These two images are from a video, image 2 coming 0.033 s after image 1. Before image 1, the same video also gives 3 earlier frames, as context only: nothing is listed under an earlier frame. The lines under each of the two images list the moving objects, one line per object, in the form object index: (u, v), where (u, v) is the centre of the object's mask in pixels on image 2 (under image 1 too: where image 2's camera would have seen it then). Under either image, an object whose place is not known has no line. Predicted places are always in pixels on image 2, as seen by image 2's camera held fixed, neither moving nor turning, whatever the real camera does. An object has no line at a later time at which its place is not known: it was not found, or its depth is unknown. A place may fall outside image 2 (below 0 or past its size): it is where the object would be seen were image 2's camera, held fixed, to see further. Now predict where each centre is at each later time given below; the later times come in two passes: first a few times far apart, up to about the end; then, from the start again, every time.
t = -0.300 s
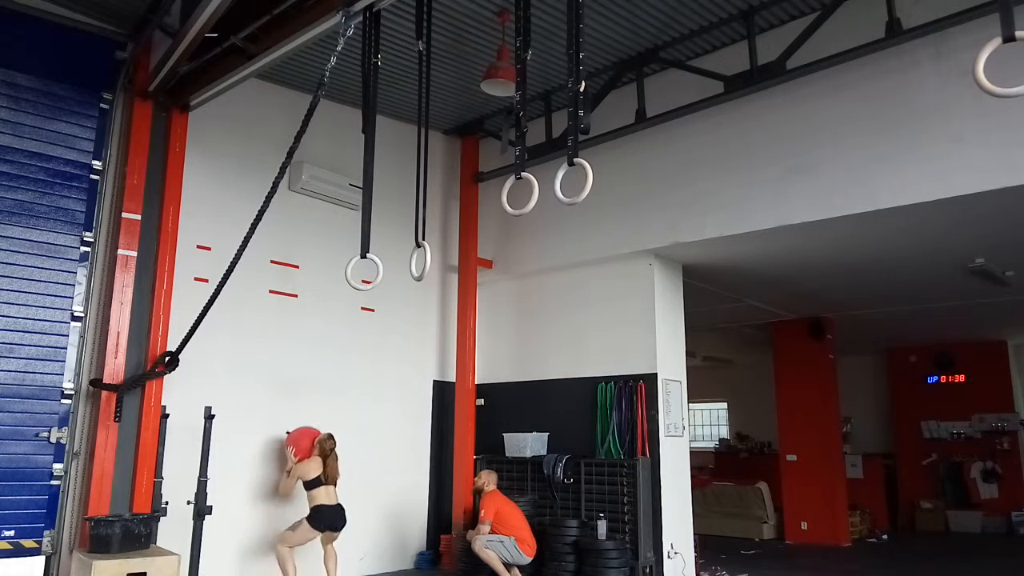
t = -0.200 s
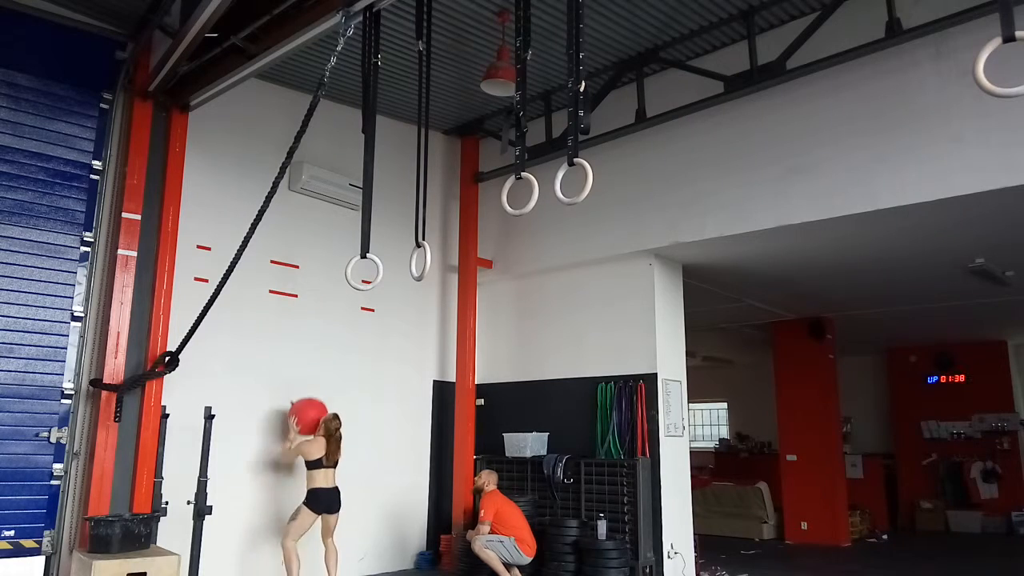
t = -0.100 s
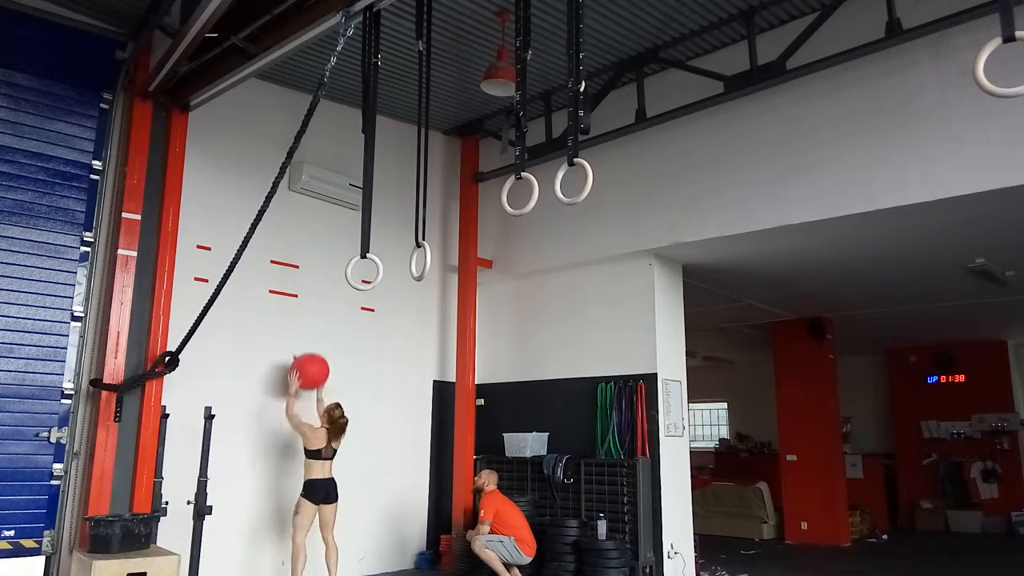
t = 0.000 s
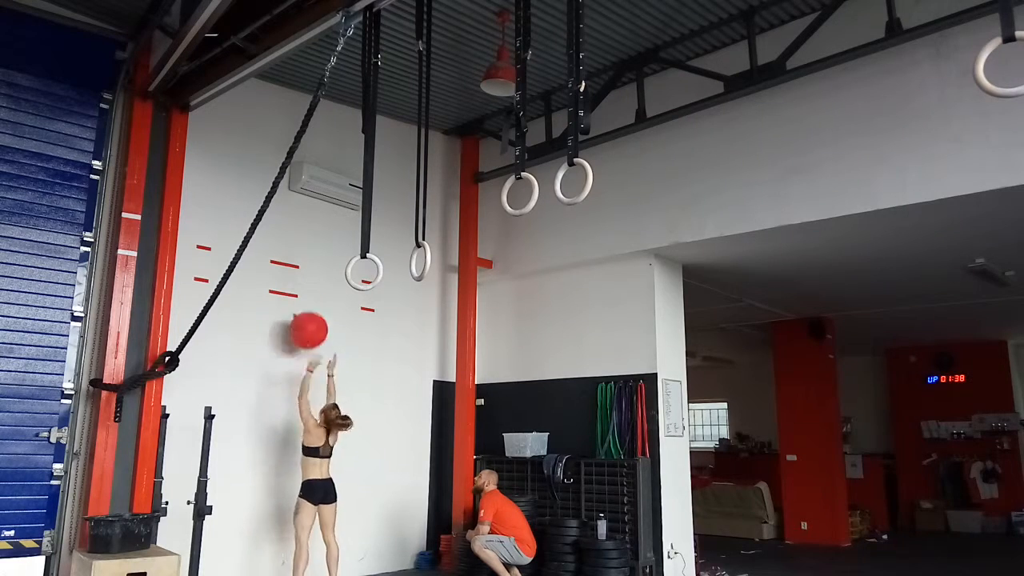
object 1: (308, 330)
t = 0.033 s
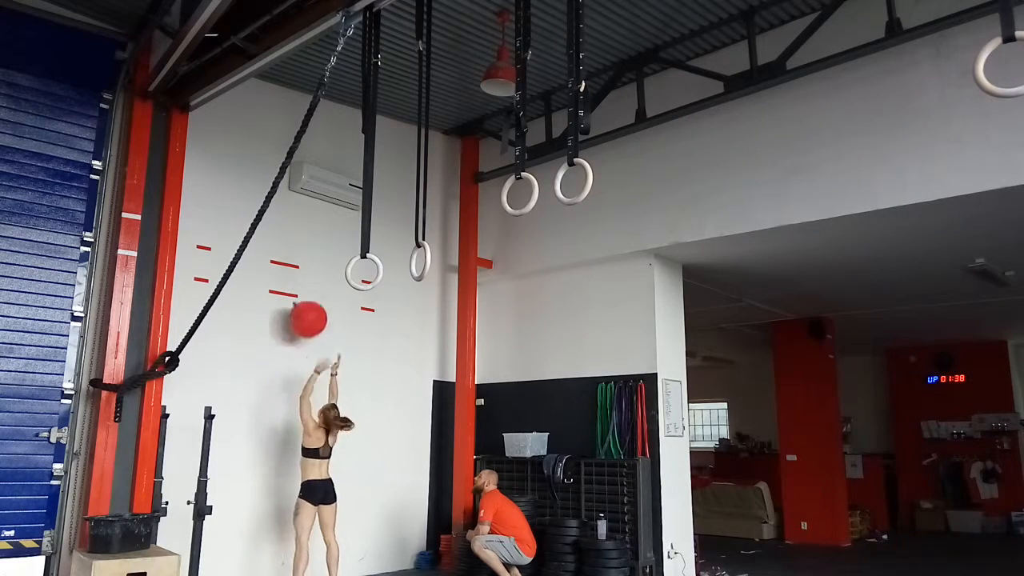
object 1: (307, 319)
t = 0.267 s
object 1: (301, 272)
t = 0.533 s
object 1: (302, 281)
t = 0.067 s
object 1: (307, 309)
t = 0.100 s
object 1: (306, 300)
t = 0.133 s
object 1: (305, 292)
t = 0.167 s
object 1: (304, 285)
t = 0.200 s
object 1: (303, 280)
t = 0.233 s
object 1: (302, 275)
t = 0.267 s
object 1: (301, 272)
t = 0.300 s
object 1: (300, 270)
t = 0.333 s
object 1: (300, 269)
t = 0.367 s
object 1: (301, 268)
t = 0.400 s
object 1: (301, 269)
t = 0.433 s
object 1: (301, 270)
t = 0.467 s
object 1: (302, 273)
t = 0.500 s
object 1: (302, 276)
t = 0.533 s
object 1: (302, 281)
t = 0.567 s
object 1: (303, 287)
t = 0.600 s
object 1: (303, 294)
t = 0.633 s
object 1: (302, 302)
